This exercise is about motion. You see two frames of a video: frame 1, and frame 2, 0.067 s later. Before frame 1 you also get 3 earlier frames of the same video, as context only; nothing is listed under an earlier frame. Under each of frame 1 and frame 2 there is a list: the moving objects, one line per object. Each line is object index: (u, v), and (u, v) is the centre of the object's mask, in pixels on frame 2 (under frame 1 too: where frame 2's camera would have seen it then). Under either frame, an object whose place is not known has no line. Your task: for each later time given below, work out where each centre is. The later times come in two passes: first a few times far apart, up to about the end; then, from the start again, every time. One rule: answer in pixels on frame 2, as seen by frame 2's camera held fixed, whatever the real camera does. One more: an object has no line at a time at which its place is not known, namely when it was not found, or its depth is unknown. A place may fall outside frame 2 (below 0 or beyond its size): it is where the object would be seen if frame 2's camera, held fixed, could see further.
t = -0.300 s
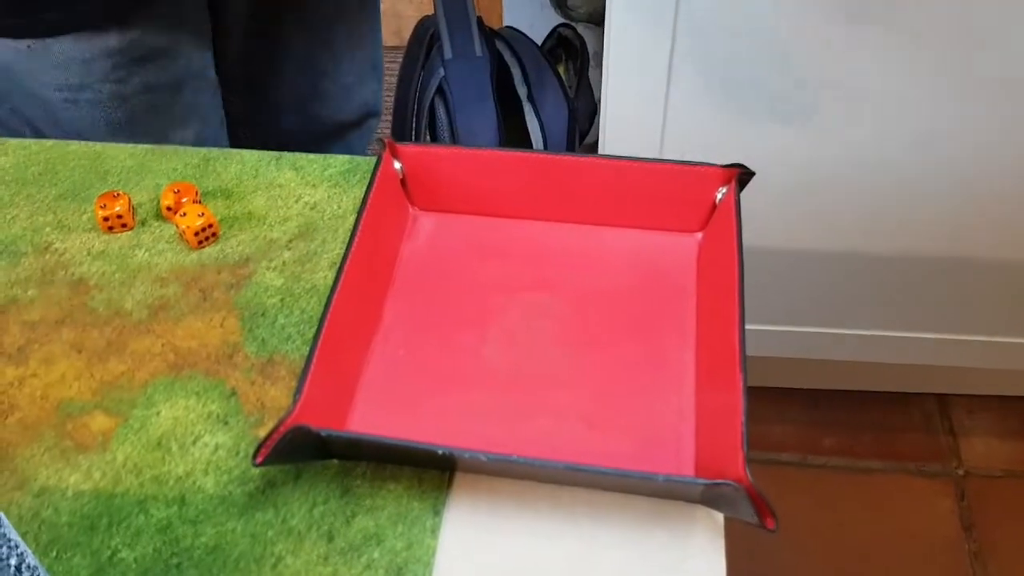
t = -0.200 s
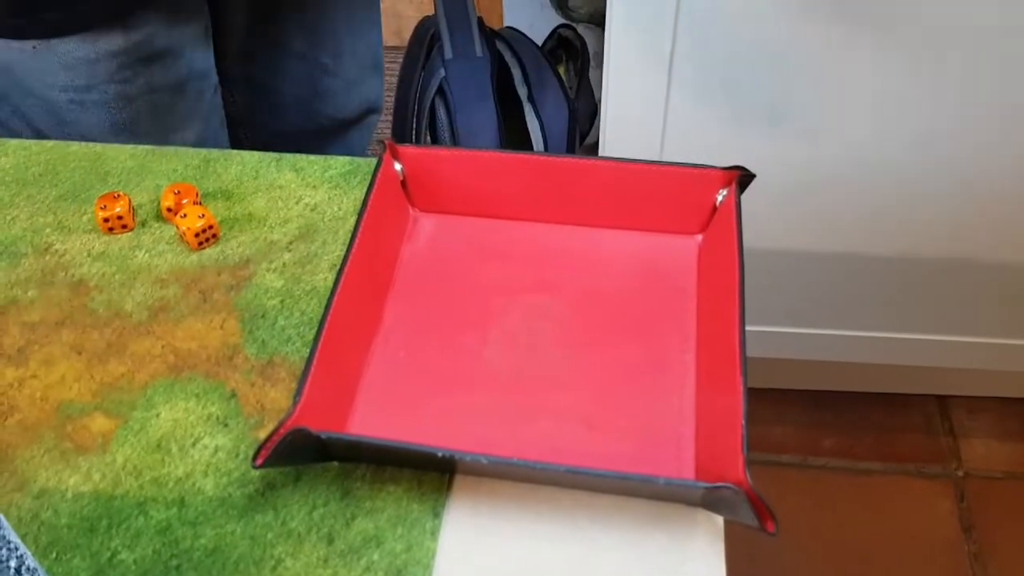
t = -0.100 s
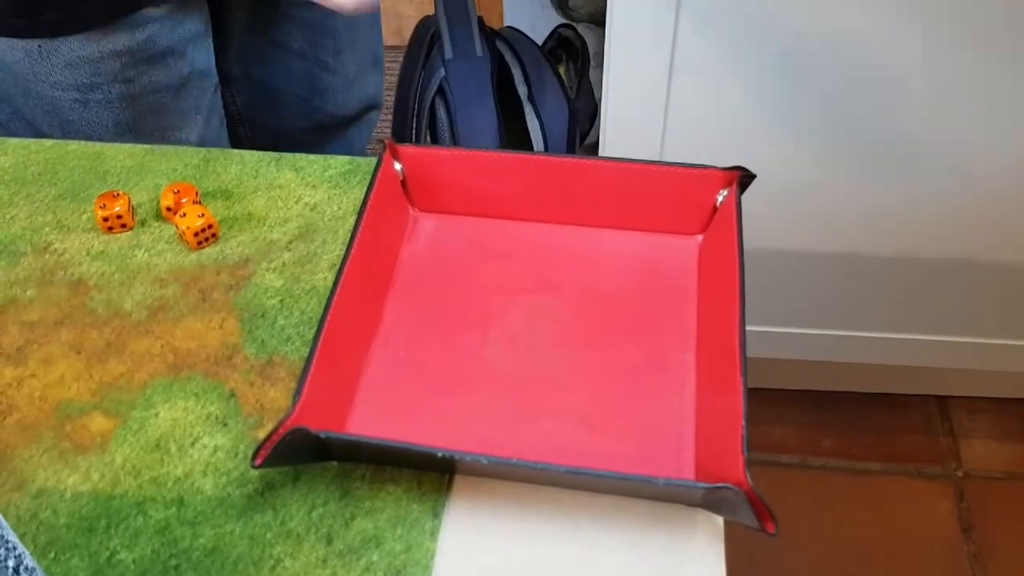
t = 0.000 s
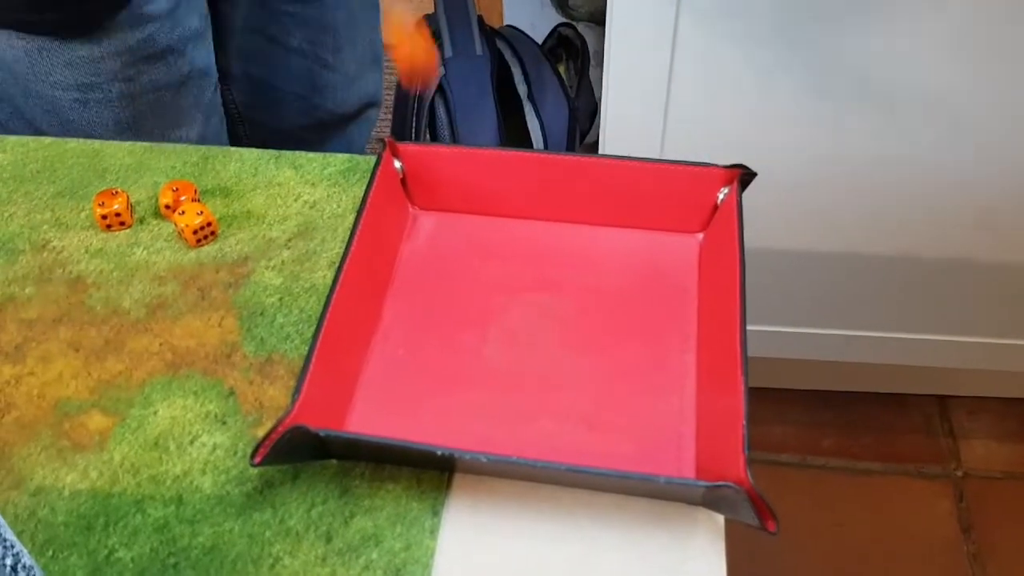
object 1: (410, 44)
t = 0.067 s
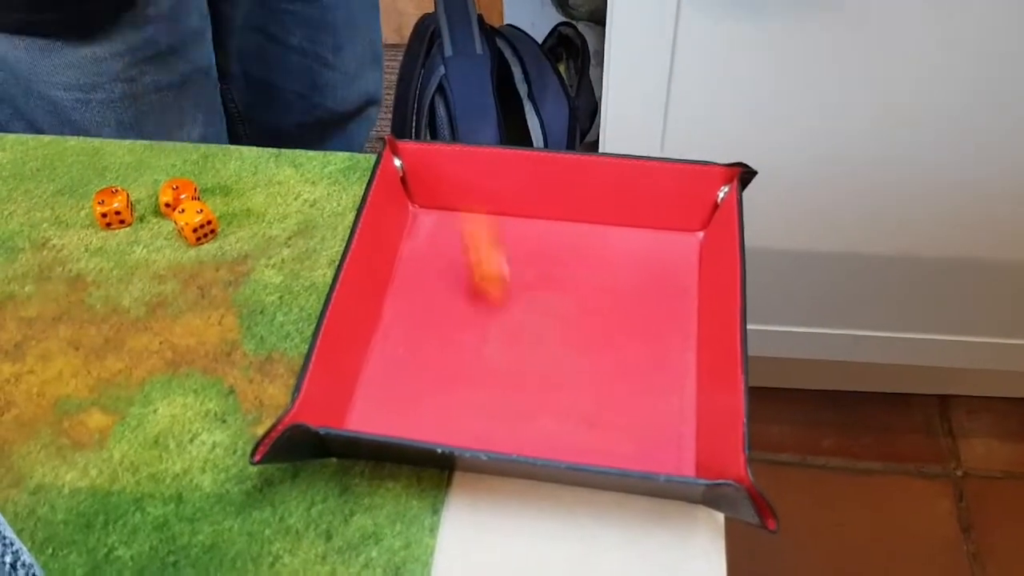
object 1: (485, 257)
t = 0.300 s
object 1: (685, 318)
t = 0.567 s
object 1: (644, 307)
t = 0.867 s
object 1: (655, 315)
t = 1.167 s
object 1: (655, 314)
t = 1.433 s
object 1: (656, 315)
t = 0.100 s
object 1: (516, 270)
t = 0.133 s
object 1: (546, 264)
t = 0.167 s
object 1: (579, 277)
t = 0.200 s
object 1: (610, 307)
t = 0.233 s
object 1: (642, 327)
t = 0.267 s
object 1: (679, 329)
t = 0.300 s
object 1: (685, 318)
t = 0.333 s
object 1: (684, 316)
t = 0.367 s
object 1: (679, 313)
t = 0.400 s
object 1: (672, 307)
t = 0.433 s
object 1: (667, 303)
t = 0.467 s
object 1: (659, 304)
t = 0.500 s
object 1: (654, 301)
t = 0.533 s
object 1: (649, 304)
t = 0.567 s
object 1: (644, 307)
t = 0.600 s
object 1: (644, 312)
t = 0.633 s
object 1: (647, 314)
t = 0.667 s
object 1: (651, 317)
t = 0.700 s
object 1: (655, 317)
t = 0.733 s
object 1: (656, 315)
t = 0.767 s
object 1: (656, 315)
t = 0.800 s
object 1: (655, 315)
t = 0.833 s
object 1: (655, 315)
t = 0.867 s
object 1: (655, 315)
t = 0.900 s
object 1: (655, 314)
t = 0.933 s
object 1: (655, 315)
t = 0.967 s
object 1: (655, 315)
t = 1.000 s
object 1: (655, 315)
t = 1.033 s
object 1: (655, 315)
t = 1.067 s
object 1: (655, 315)
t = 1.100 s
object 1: (655, 315)
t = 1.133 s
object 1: (655, 314)
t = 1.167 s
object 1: (655, 314)
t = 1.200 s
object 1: (656, 315)
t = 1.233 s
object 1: (656, 314)
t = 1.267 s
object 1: (656, 315)
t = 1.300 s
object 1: (656, 315)
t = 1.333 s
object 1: (656, 315)
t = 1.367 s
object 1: (655, 315)
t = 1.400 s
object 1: (655, 315)
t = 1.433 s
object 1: (656, 315)
